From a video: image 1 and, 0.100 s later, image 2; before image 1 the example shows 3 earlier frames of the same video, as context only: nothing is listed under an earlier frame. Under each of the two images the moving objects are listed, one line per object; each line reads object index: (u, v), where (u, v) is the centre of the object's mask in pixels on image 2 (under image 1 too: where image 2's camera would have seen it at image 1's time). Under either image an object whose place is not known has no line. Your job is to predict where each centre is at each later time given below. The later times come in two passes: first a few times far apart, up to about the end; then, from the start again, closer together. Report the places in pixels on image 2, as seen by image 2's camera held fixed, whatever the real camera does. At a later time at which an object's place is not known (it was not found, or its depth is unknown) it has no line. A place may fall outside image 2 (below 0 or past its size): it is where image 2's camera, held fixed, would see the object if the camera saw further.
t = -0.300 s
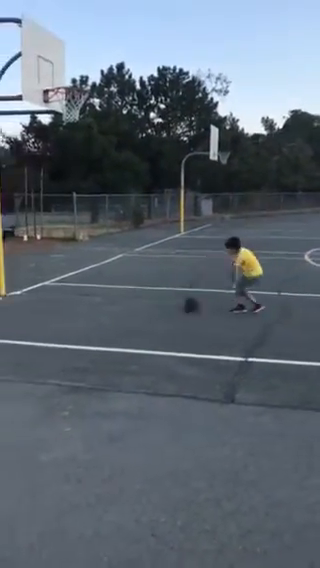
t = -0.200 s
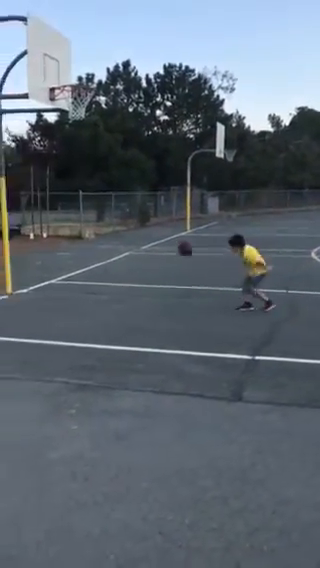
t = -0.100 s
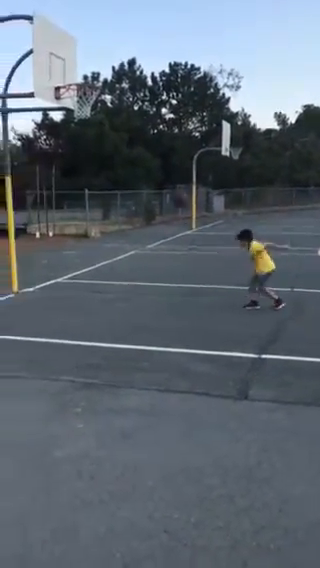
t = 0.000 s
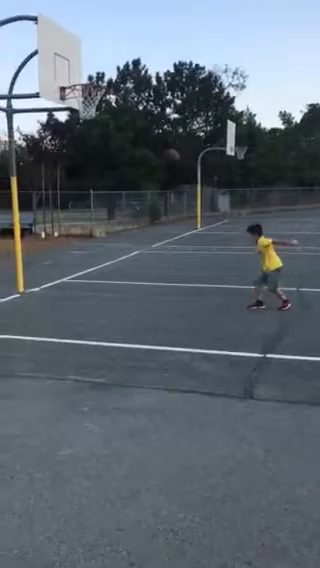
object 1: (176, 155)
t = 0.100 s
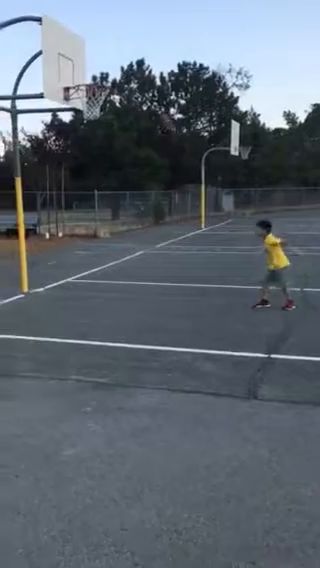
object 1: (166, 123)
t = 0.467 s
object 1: (114, 63)
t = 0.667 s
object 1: (89, 73)
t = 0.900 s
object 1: (98, 80)
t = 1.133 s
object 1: (105, 78)
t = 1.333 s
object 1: (103, 78)
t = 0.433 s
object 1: (119, 64)
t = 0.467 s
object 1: (114, 63)
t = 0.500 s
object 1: (110, 62)
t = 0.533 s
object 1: (105, 62)
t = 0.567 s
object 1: (101, 64)
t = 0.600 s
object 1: (97, 66)
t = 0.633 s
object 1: (93, 69)
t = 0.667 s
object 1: (89, 73)
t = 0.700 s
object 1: (85, 78)
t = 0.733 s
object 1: (82, 82)
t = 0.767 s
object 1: (85, 79)
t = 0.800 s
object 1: (88, 79)
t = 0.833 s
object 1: (92, 79)
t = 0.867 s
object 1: (94, 79)
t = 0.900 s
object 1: (98, 80)
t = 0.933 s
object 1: (99, 78)
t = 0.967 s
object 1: (100, 77)
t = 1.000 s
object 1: (101, 77)
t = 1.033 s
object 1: (101, 76)
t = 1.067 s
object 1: (103, 76)
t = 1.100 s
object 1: (105, 77)
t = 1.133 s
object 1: (105, 78)
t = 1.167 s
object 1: (105, 79)
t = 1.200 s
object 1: (104, 78)
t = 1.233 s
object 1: (103, 77)
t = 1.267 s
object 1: (104, 77)
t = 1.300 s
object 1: (103, 78)
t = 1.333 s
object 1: (103, 78)
